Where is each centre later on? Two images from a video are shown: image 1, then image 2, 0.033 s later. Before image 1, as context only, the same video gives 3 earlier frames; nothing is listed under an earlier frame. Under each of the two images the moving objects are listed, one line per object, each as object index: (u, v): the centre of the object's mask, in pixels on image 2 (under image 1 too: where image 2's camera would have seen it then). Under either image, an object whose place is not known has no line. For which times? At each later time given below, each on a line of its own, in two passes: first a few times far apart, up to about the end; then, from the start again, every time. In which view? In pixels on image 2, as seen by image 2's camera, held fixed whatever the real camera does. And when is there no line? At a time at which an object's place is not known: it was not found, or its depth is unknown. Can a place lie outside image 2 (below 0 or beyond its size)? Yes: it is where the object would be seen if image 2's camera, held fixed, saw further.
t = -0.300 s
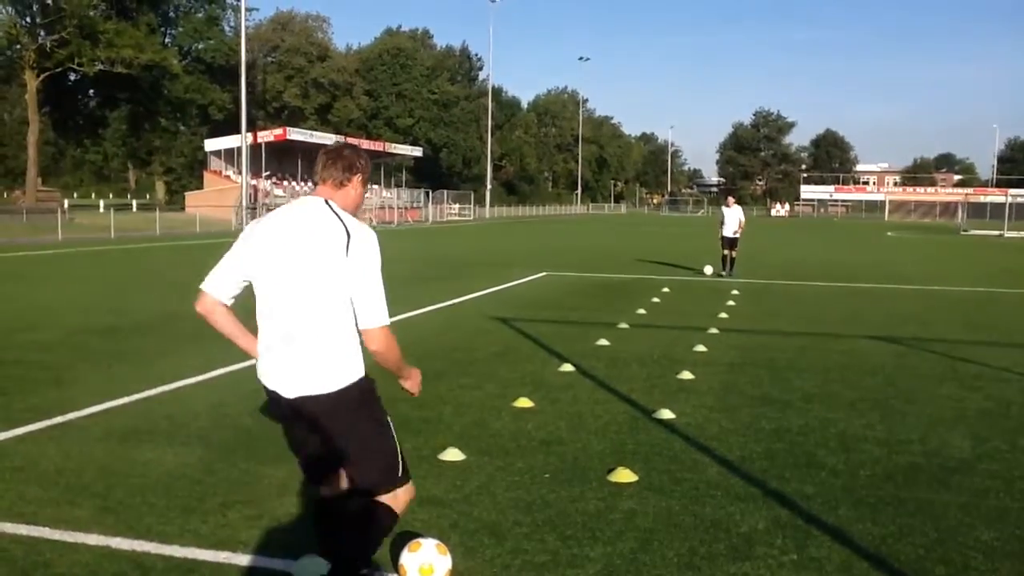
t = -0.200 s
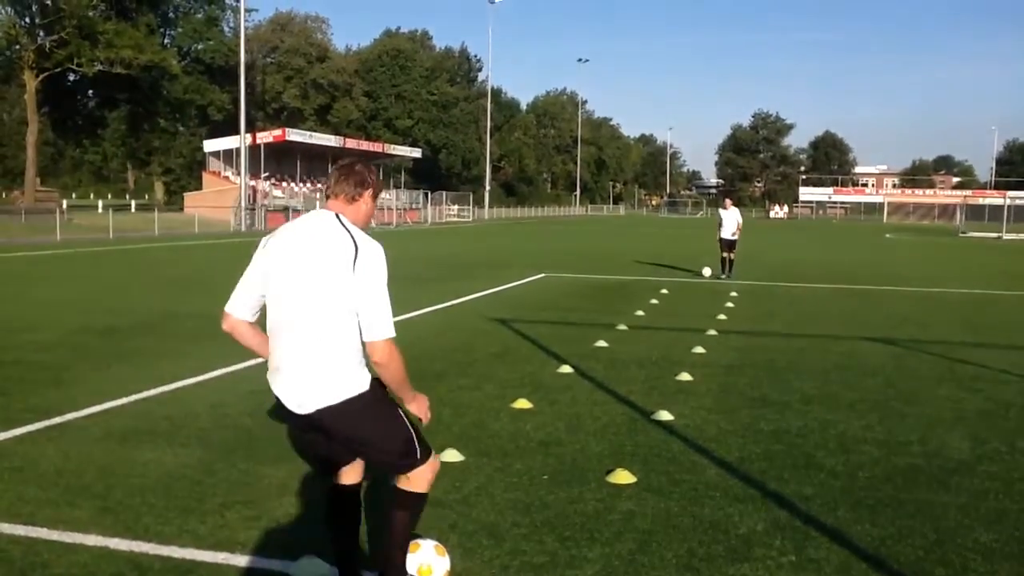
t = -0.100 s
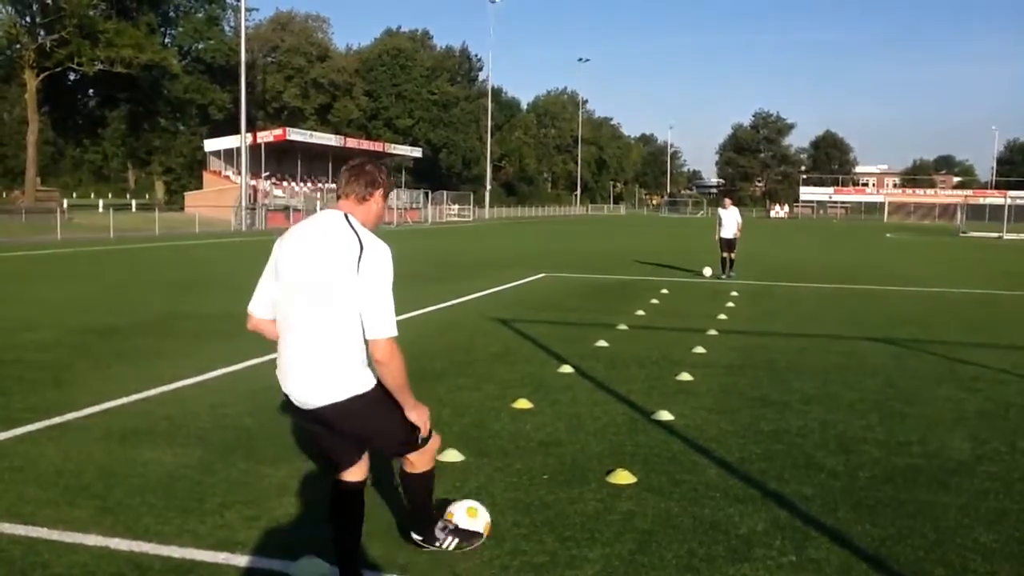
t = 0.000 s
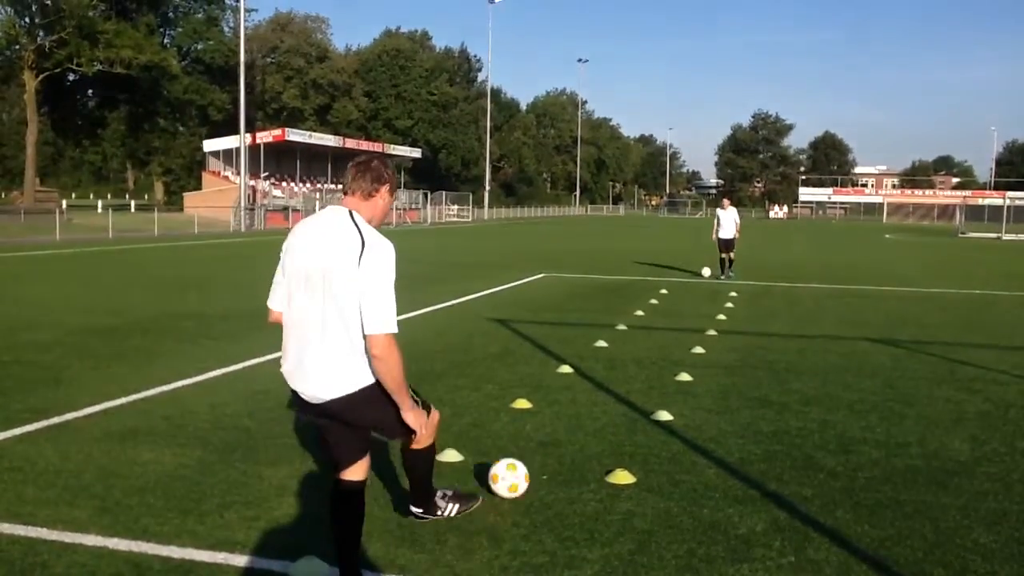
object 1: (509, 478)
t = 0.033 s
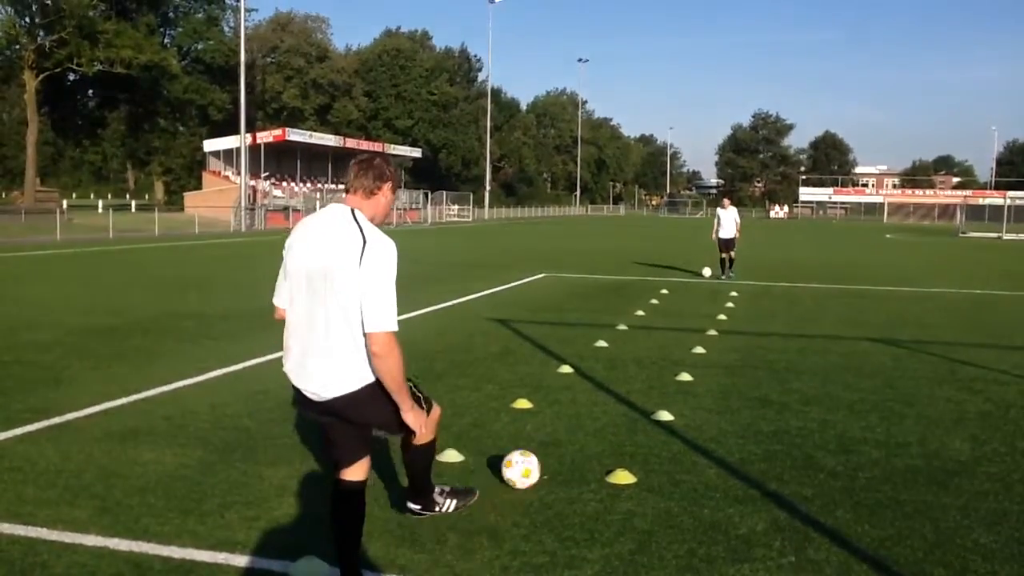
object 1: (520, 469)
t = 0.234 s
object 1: (571, 419)
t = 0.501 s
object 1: (609, 382)
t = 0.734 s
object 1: (630, 362)
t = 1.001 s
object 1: (647, 346)
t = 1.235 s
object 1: (658, 337)
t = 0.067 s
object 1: (530, 458)
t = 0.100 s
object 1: (540, 448)
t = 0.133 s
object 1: (549, 441)
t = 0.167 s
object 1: (557, 433)
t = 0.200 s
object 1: (564, 425)
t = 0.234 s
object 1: (571, 419)
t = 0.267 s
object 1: (577, 415)
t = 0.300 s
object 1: (583, 408)
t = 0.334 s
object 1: (588, 401)
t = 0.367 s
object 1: (593, 397)
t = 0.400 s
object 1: (597, 394)
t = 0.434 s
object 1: (601, 391)
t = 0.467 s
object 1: (606, 386)
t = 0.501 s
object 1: (609, 382)
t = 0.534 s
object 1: (613, 380)
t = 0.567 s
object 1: (616, 376)
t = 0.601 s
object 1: (619, 372)
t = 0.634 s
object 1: (622, 369)
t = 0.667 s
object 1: (625, 368)
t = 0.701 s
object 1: (627, 367)
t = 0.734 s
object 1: (630, 362)
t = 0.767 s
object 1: (632, 359)
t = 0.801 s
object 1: (634, 357)
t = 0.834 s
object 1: (637, 355)
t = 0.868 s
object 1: (639, 355)
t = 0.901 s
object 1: (641, 353)
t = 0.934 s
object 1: (643, 350)
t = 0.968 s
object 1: (645, 347)
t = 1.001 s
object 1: (647, 346)
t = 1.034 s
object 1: (649, 346)
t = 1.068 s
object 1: (650, 344)
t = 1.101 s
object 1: (652, 342)
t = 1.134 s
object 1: (653, 341)
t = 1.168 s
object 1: (655, 340)
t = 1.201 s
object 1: (656, 338)
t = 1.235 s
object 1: (658, 337)
